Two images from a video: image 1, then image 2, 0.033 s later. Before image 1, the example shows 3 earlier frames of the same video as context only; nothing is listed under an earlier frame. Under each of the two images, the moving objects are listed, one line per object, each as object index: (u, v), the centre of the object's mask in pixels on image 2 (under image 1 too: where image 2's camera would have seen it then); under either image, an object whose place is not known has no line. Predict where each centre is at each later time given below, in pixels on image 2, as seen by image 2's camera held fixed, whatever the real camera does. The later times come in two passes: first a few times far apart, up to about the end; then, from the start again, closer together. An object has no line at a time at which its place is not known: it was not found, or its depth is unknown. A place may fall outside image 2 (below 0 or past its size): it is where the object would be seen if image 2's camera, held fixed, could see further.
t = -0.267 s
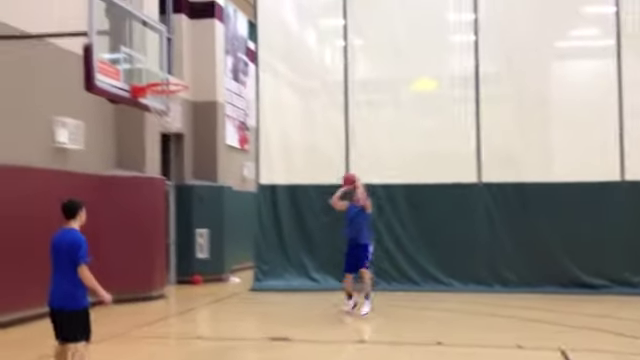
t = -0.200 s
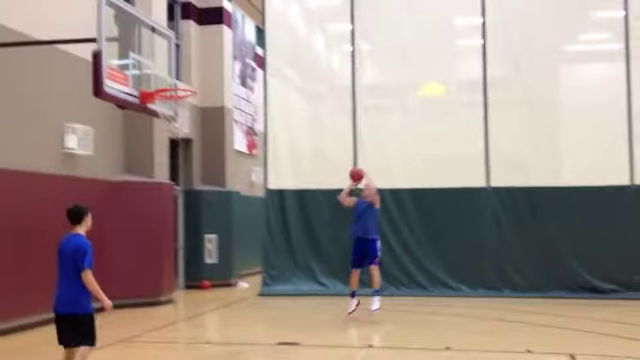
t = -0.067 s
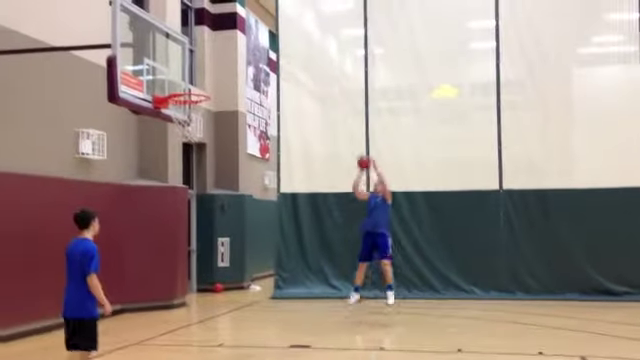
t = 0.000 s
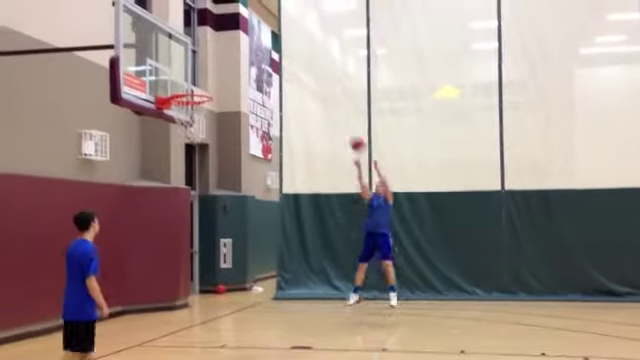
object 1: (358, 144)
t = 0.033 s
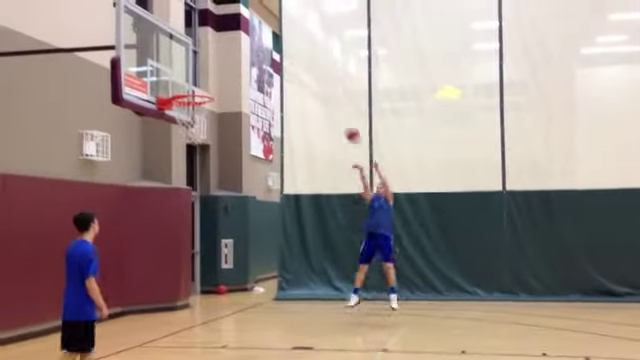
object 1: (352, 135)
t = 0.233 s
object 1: (313, 84)
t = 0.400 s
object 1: (277, 56)
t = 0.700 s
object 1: (199, 47)
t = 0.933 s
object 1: (192, 85)
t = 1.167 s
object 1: (180, 121)
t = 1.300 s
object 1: (169, 138)
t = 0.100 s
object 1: (341, 115)
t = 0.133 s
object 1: (334, 106)
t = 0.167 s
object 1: (327, 99)
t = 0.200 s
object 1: (320, 91)
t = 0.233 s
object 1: (313, 84)
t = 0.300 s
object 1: (299, 70)
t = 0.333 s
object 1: (292, 65)
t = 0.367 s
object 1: (285, 60)
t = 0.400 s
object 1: (277, 56)
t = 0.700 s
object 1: (199, 47)
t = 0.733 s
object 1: (190, 51)
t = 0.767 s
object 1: (185, 54)
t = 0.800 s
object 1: (186, 58)
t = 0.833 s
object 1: (186, 64)
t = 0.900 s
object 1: (191, 77)
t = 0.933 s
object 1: (192, 85)
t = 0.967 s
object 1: (194, 93)
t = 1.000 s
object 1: (197, 99)
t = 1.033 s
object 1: (197, 105)
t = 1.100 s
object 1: (188, 109)
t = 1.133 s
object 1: (186, 115)
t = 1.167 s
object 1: (180, 121)
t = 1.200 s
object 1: (178, 124)
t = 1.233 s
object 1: (176, 128)
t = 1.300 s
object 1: (169, 138)
